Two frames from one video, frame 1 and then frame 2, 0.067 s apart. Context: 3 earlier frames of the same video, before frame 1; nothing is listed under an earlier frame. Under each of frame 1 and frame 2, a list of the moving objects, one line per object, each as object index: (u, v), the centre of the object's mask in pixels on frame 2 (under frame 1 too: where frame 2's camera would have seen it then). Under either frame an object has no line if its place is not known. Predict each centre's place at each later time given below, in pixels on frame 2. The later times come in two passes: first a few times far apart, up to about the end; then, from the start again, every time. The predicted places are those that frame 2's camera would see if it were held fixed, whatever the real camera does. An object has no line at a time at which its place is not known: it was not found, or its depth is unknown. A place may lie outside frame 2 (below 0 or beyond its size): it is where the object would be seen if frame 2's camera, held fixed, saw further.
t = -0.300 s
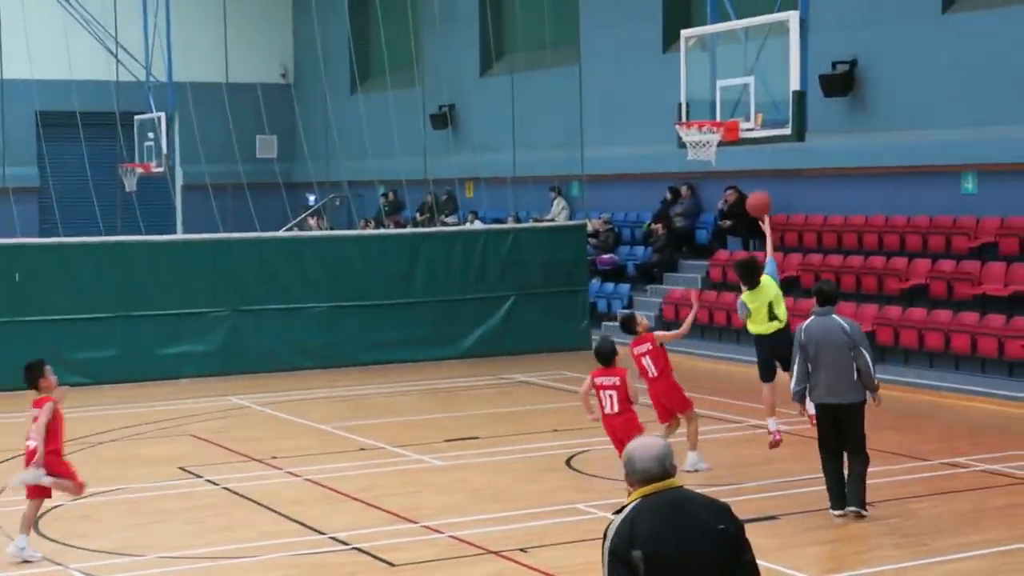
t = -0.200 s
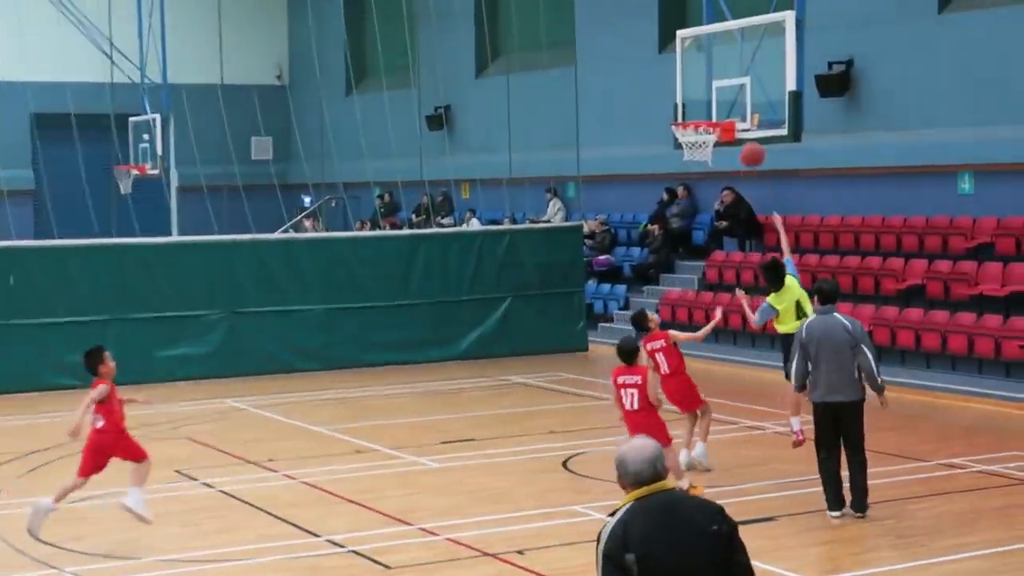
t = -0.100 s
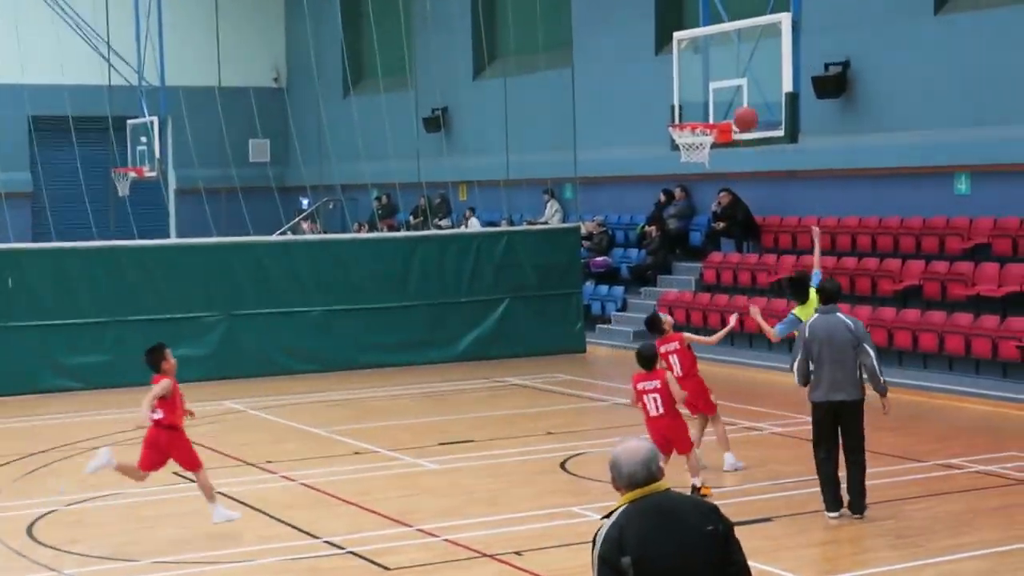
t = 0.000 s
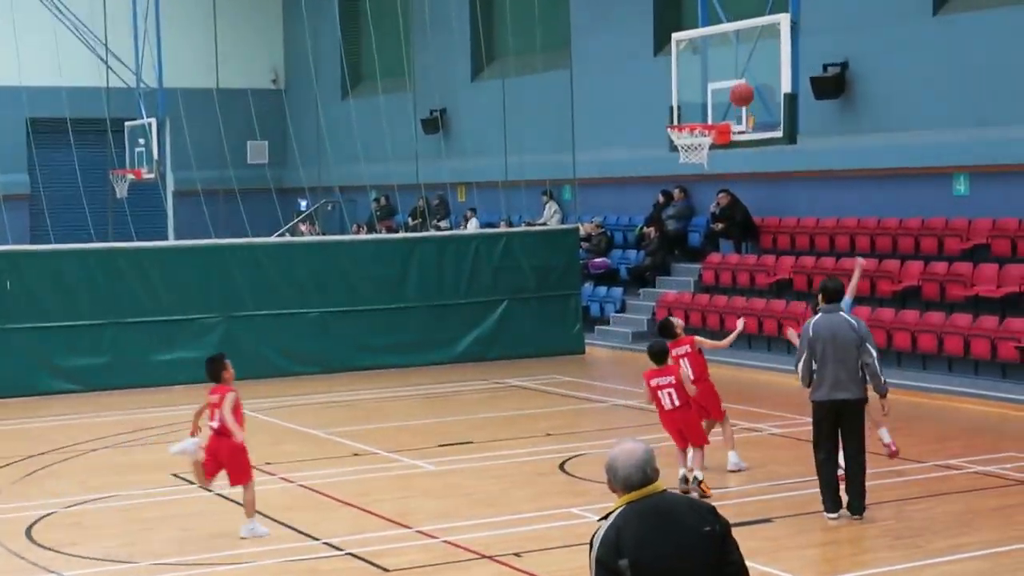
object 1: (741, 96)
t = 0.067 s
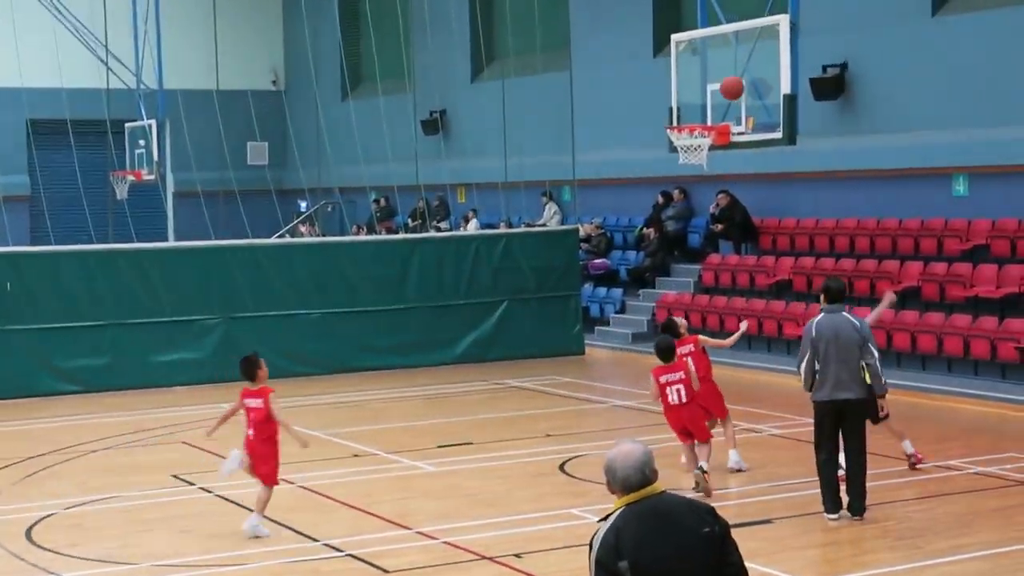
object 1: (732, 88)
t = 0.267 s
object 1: (700, 95)
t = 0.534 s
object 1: (693, 128)
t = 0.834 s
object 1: (680, 153)
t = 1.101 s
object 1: (689, 173)
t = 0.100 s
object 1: (727, 86)
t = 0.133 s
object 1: (721, 85)
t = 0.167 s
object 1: (716, 87)
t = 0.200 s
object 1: (711, 88)
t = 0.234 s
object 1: (706, 91)
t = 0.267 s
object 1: (700, 95)
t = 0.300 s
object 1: (695, 101)
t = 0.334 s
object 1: (691, 107)
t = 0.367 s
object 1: (686, 114)
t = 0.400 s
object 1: (682, 118)
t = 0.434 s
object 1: (685, 118)
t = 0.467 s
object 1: (688, 119)
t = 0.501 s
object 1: (689, 126)
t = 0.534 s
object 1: (693, 128)
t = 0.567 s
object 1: (697, 131)
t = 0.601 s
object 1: (700, 135)
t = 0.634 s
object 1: (701, 136)
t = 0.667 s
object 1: (701, 140)
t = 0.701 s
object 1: (695, 144)
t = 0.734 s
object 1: (687, 150)
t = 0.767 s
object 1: (683, 151)
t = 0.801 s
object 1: (681, 152)
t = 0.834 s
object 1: (680, 153)
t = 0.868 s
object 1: (680, 153)
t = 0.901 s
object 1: (680, 153)
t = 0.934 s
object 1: (683, 153)
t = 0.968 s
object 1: (683, 156)
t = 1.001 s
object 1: (682, 162)
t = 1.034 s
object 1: (685, 165)
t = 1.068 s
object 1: (688, 168)
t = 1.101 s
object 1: (689, 173)
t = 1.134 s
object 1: (691, 182)
